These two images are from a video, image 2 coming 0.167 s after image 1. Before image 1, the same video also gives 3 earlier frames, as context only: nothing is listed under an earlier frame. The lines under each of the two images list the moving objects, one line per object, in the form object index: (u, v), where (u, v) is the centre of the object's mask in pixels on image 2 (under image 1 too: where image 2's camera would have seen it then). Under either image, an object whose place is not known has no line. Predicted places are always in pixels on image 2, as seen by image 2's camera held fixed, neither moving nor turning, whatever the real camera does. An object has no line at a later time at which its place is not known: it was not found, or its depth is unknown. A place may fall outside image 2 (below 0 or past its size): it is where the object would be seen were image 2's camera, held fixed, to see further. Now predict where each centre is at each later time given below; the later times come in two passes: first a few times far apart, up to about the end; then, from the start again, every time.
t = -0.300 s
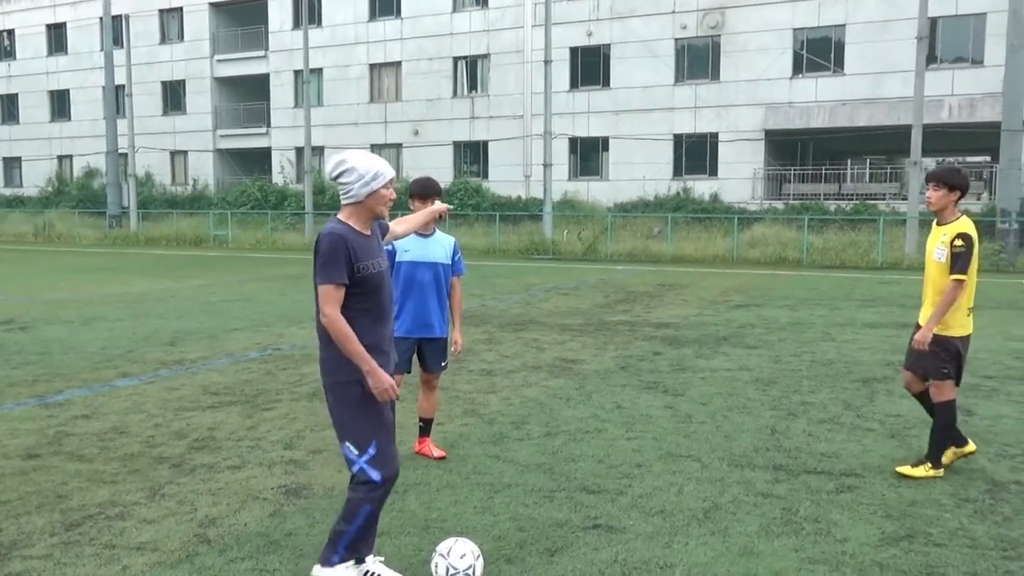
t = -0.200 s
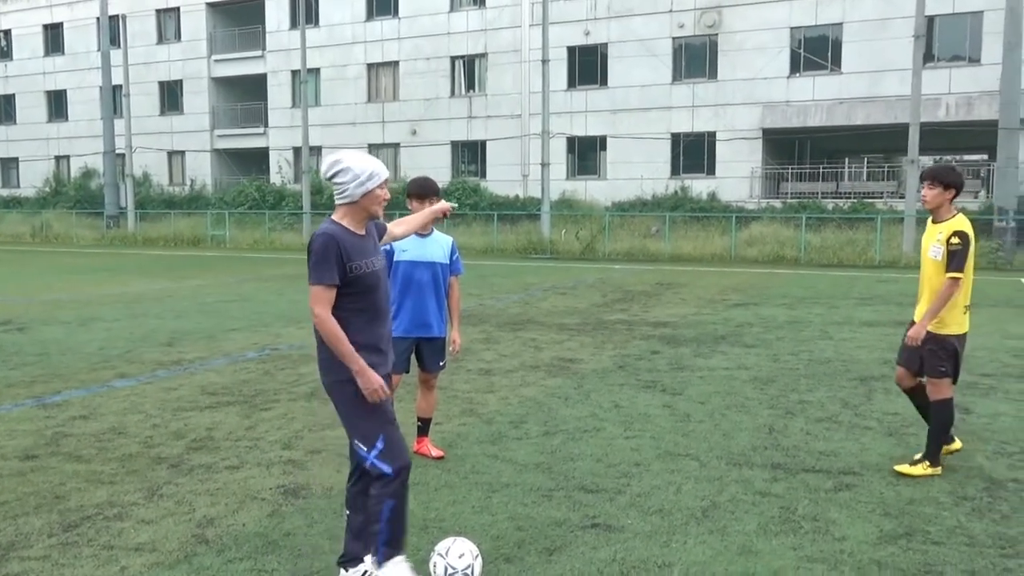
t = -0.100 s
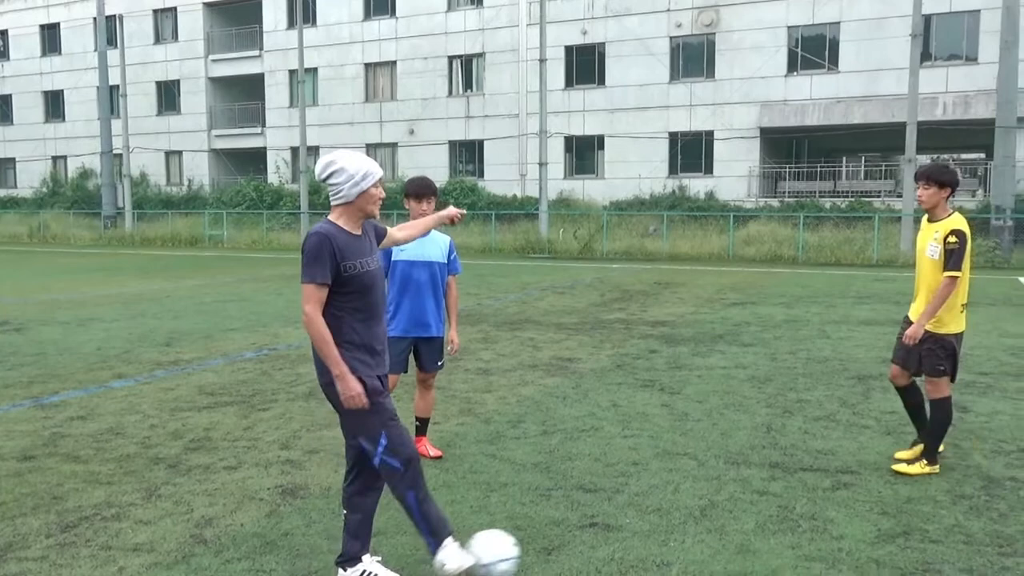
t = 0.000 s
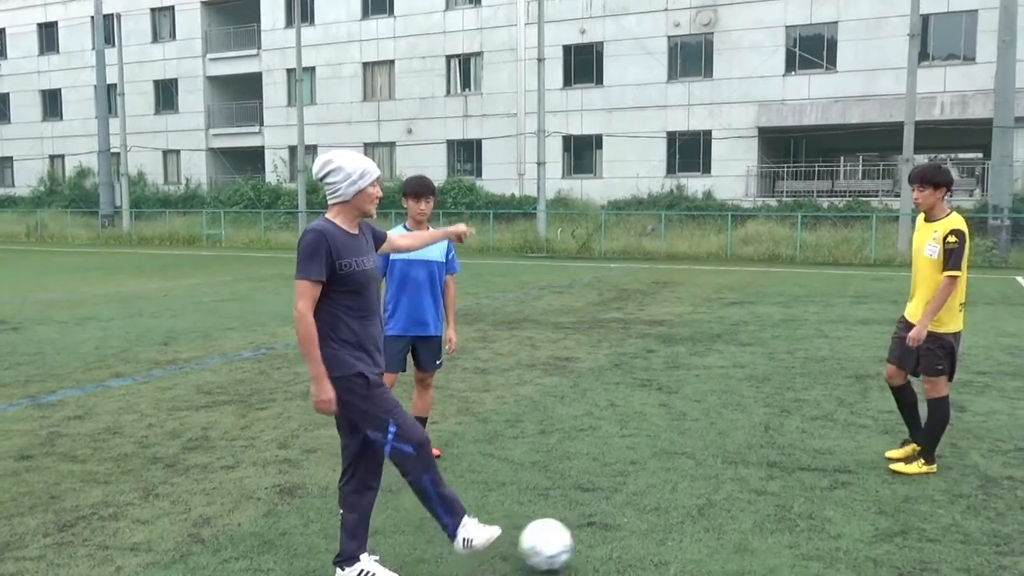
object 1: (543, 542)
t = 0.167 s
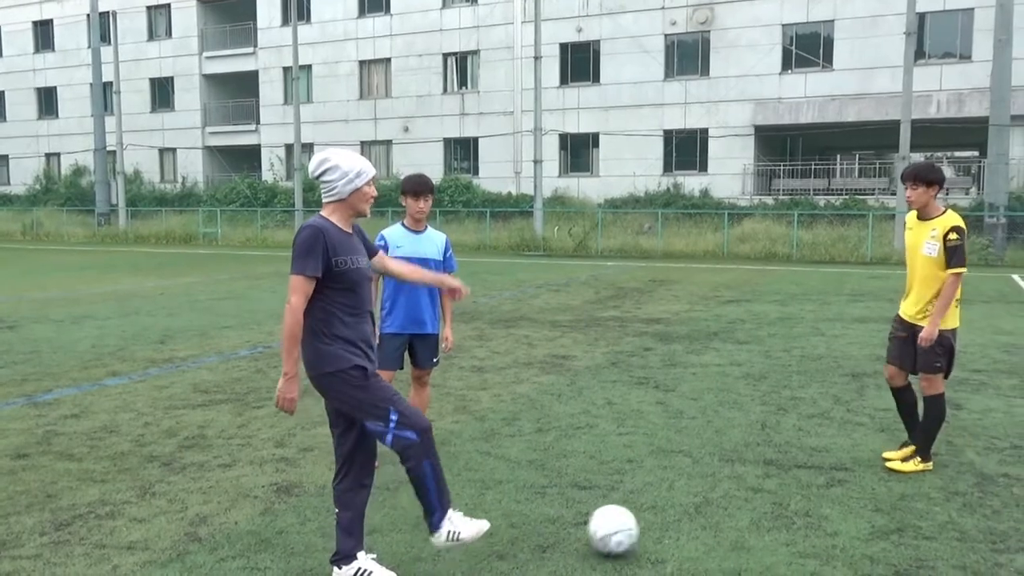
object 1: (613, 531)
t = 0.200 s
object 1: (625, 527)
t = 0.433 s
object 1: (706, 511)
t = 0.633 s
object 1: (767, 499)
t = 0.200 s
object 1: (625, 527)
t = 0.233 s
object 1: (638, 524)
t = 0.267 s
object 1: (650, 523)
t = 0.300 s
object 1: (661, 520)
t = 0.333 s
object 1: (673, 518)
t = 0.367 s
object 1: (684, 516)
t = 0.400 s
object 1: (696, 514)
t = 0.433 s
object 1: (706, 511)
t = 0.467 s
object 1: (717, 508)
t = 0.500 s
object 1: (727, 507)
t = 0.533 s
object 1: (738, 505)
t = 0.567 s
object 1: (748, 502)
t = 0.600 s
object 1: (757, 501)
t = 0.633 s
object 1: (767, 499)
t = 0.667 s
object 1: (777, 497)
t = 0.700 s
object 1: (786, 494)
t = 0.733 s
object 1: (795, 492)
